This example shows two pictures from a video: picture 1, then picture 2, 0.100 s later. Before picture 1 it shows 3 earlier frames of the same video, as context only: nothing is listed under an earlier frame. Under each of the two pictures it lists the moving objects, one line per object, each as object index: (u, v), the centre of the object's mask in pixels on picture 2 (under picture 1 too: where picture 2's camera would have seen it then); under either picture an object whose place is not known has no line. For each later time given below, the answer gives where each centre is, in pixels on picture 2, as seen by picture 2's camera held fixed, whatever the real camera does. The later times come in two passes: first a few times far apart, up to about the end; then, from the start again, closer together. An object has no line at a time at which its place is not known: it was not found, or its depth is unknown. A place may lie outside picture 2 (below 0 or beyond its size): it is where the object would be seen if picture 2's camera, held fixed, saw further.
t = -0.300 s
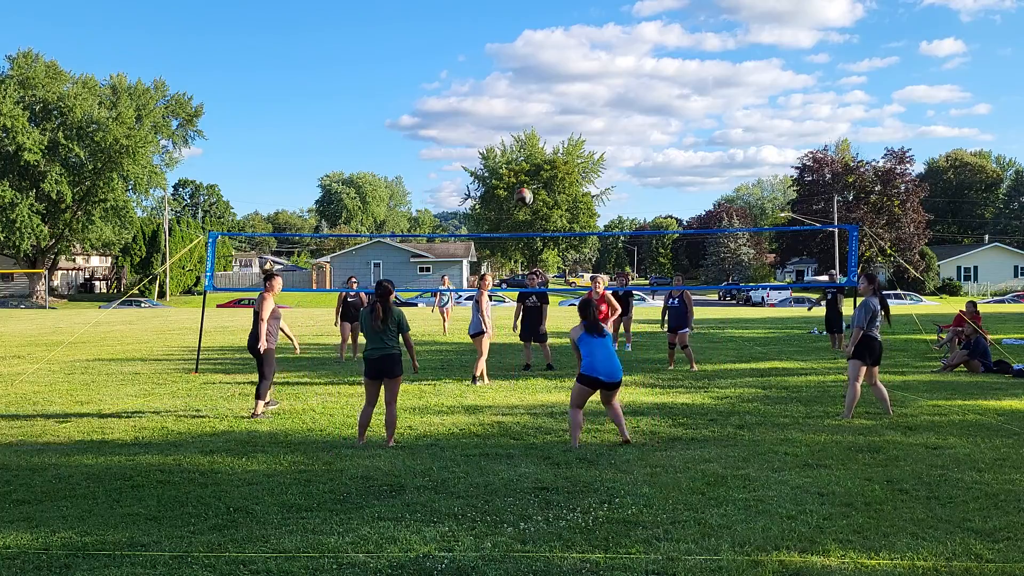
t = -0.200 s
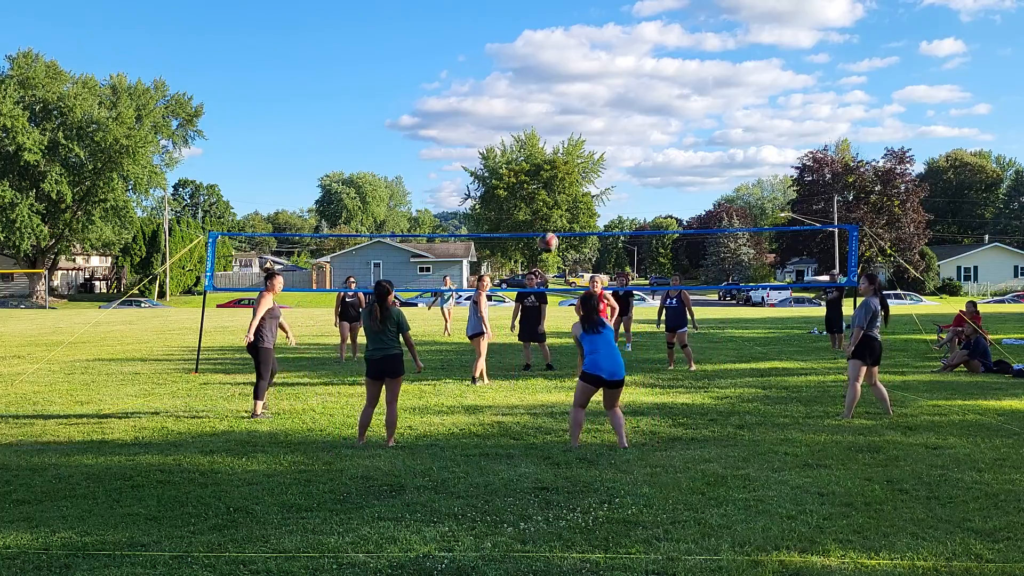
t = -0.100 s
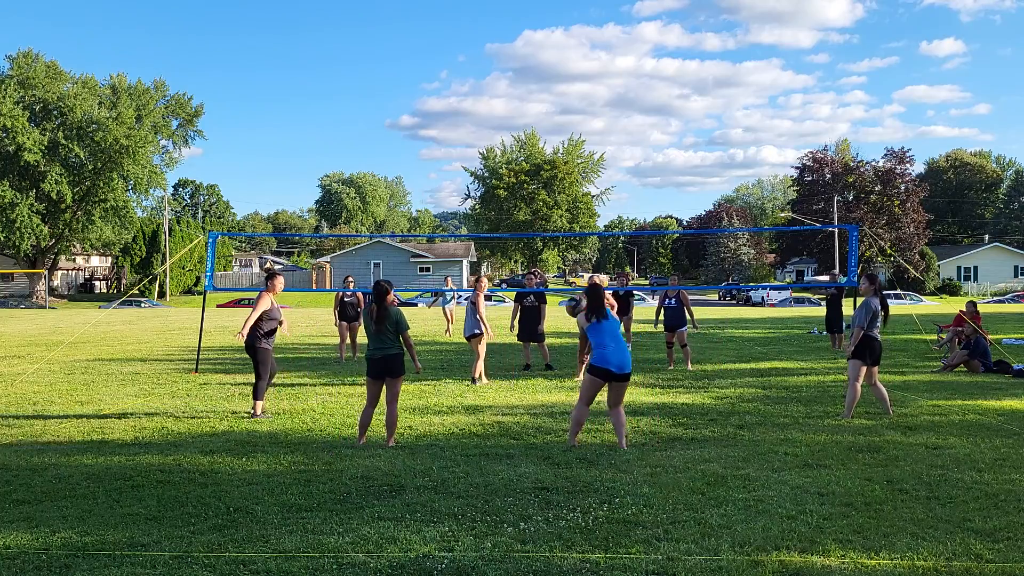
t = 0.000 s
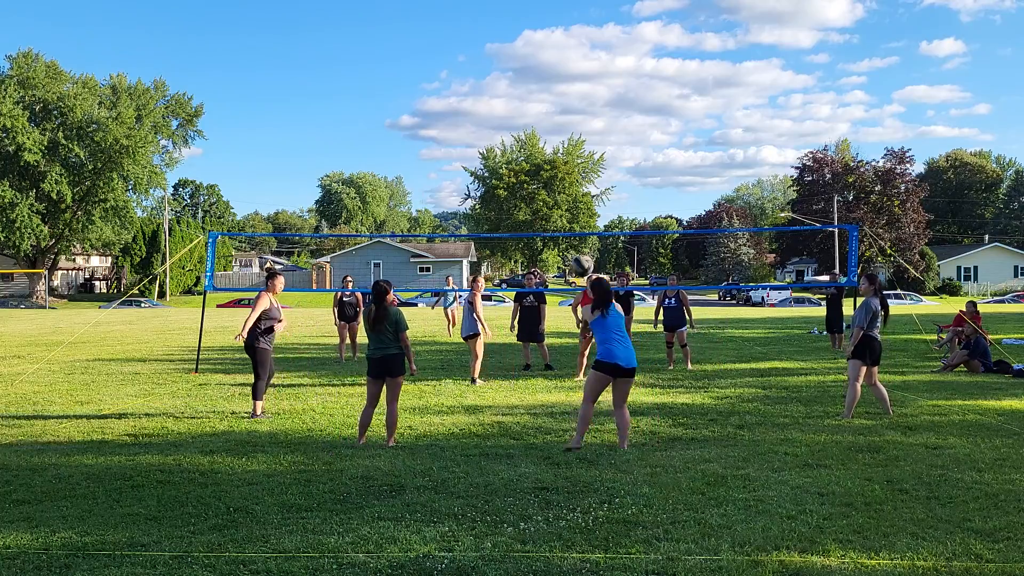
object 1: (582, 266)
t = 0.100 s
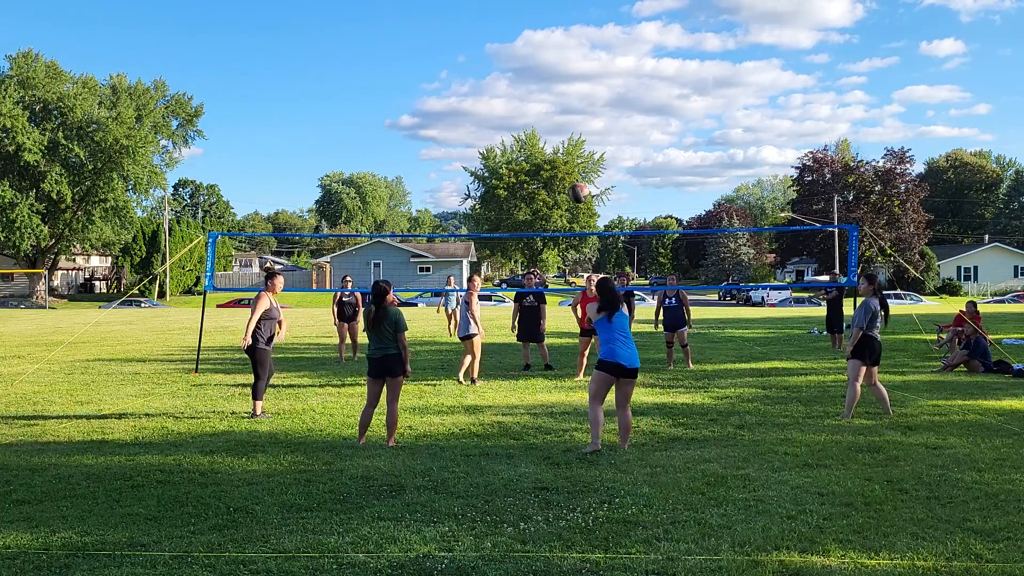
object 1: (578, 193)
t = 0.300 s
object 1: (570, 91)
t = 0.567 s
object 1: (562, 29)
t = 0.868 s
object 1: (554, 40)
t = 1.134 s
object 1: (549, 106)
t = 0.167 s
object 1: (575, 153)
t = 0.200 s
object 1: (574, 135)
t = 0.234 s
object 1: (573, 119)
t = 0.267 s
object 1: (572, 104)
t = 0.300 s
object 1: (570, 91)
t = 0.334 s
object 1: (569, 79)
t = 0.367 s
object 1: (568, 68)
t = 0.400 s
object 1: (567, 59)
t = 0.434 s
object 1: (566, 51)
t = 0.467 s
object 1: (565, 44)
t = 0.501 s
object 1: (564, 38)
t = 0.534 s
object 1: (563, 33)
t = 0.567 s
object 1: (562, 29)
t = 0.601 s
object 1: (561, 26)
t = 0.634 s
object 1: (560, 25)
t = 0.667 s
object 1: (559, 24)
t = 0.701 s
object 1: (558, 24)
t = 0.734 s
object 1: (558, 26)
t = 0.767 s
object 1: (557, 28)
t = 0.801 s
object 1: (556, 31)
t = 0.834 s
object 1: (555, 35)
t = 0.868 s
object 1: (554, 40)
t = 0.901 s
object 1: (553, 45)
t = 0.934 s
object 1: (552, 52)
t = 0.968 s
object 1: (552, 59)
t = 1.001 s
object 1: (551, 67)
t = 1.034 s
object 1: (551, 75)
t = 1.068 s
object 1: (550, 85)
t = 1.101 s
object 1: (550, 95)
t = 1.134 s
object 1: (549, 106)
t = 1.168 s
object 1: (549, 117)
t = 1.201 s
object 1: (548, 130)
